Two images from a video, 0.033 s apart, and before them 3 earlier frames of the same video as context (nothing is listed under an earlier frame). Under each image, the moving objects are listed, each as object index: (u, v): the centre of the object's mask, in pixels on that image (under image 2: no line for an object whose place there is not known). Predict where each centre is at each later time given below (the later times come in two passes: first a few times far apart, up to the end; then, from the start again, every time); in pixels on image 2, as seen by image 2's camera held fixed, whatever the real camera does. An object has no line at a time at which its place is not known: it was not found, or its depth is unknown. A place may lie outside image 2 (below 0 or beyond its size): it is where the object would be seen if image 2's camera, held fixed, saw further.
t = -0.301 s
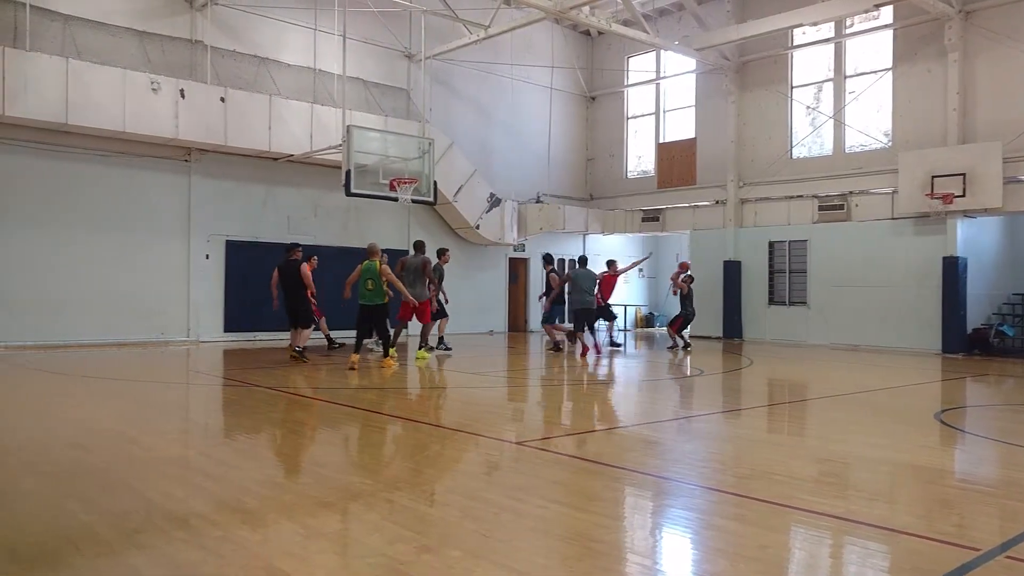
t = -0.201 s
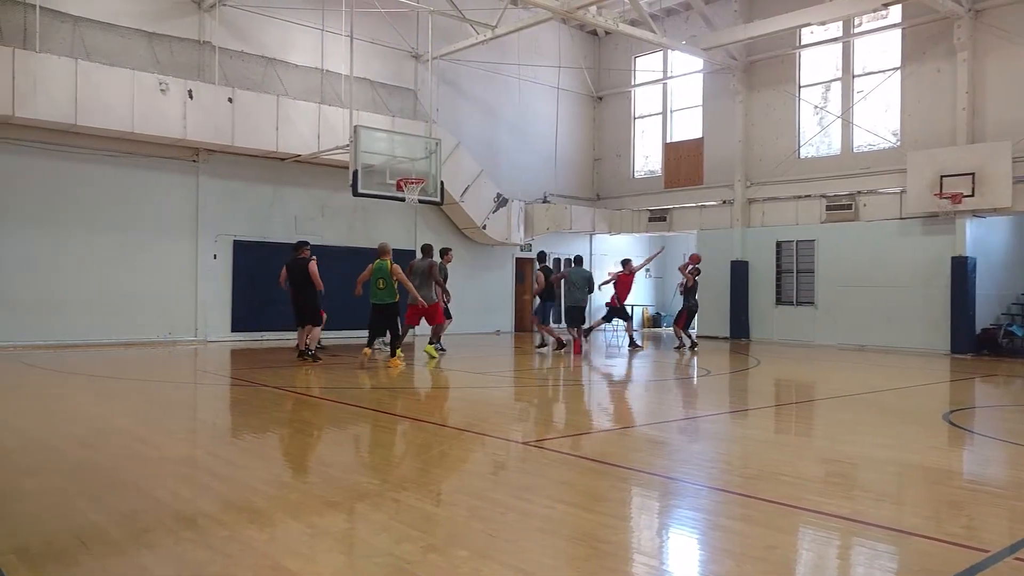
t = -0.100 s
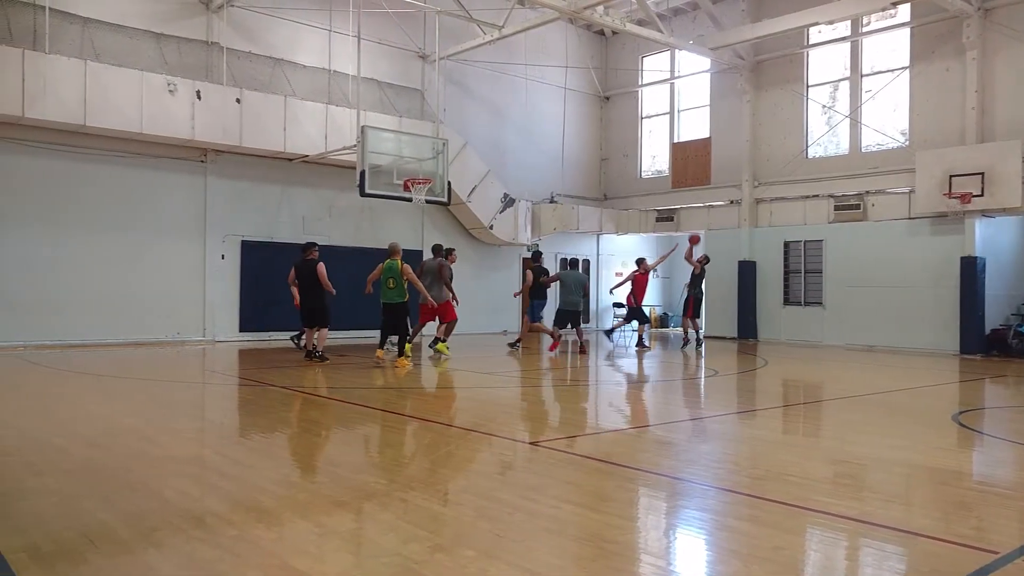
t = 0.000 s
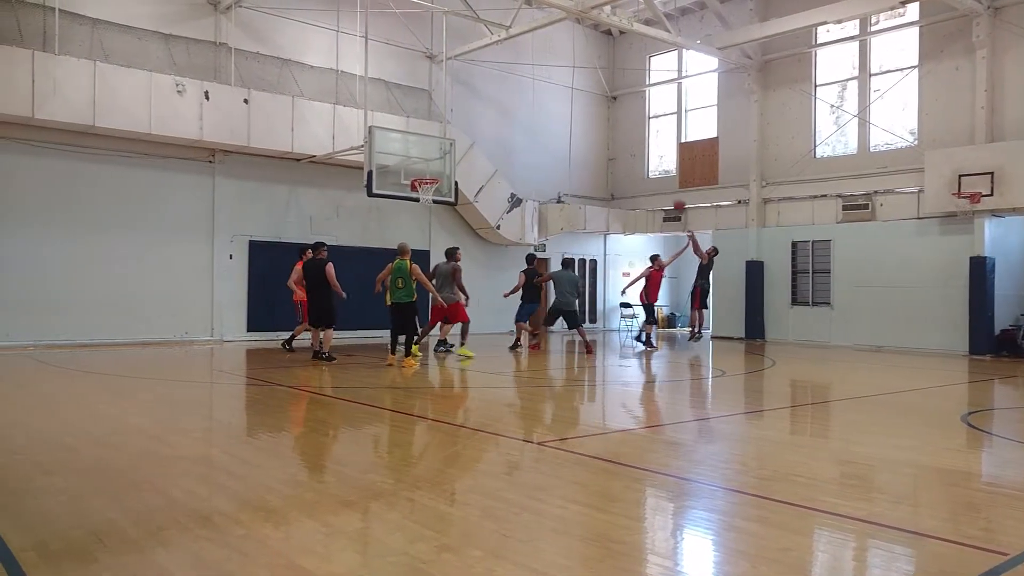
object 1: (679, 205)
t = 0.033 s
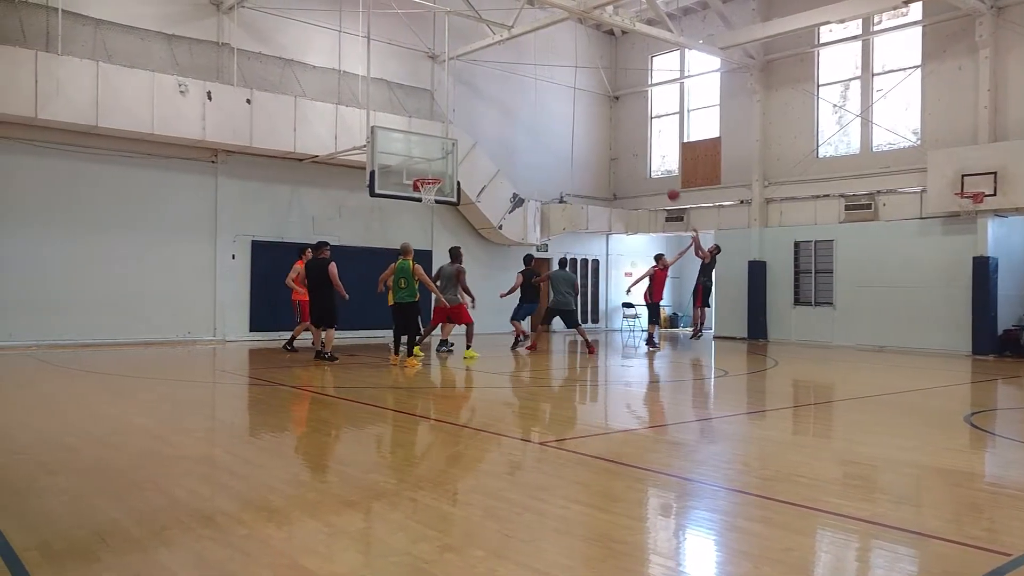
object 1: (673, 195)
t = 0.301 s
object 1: (607, 130)
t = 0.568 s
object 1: (542, 101)
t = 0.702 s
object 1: (510, 100)
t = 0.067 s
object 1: (665, 185)
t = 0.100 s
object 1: (657, 175)
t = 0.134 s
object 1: (648, 166)
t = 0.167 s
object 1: (640, 158)
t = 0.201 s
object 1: (632, 150)
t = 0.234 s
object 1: (623, 143)
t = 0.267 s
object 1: (615, 136)
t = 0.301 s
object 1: (607, 130)
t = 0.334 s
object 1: (599, 124)
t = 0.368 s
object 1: (591, 119)
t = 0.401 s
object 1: (583, 114)
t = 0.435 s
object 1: (575, 110)
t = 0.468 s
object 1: (567, 107)
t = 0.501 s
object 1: (559, 104)
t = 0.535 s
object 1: (550, 102)
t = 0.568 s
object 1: (542, 101)
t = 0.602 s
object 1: (534, 99)
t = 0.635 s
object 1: (526, 99)
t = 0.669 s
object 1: (518, 99)
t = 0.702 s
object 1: (510, 100)
